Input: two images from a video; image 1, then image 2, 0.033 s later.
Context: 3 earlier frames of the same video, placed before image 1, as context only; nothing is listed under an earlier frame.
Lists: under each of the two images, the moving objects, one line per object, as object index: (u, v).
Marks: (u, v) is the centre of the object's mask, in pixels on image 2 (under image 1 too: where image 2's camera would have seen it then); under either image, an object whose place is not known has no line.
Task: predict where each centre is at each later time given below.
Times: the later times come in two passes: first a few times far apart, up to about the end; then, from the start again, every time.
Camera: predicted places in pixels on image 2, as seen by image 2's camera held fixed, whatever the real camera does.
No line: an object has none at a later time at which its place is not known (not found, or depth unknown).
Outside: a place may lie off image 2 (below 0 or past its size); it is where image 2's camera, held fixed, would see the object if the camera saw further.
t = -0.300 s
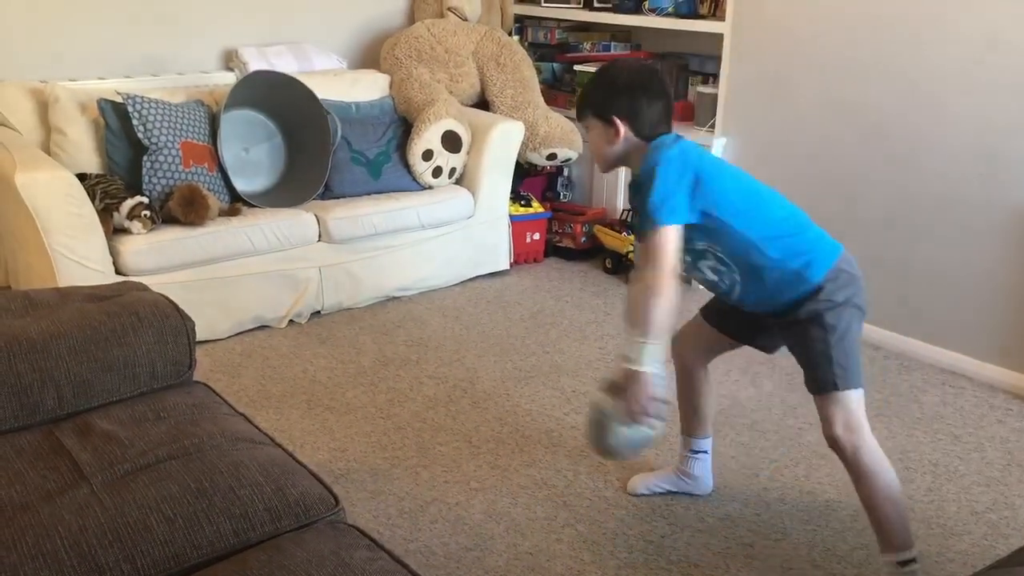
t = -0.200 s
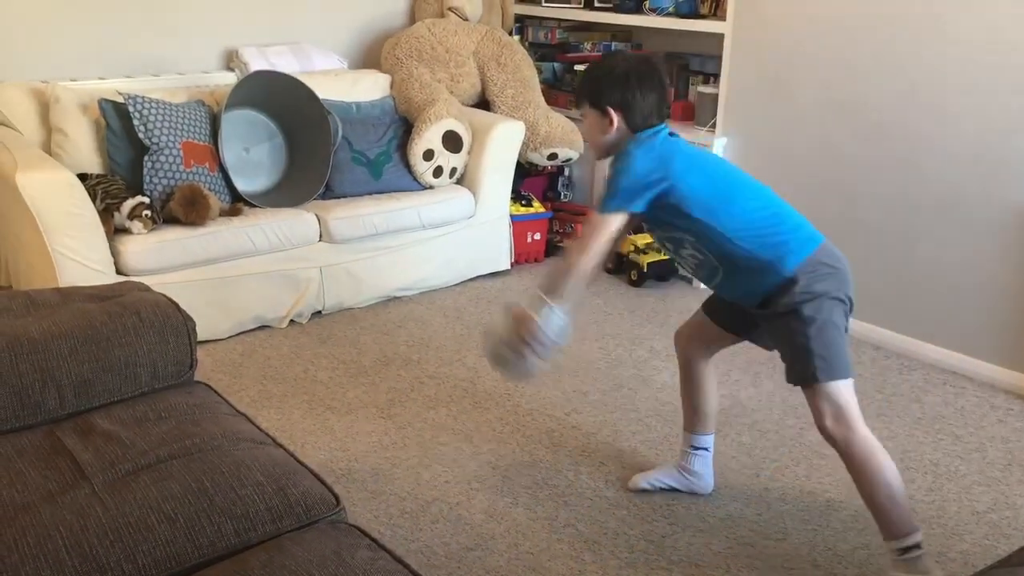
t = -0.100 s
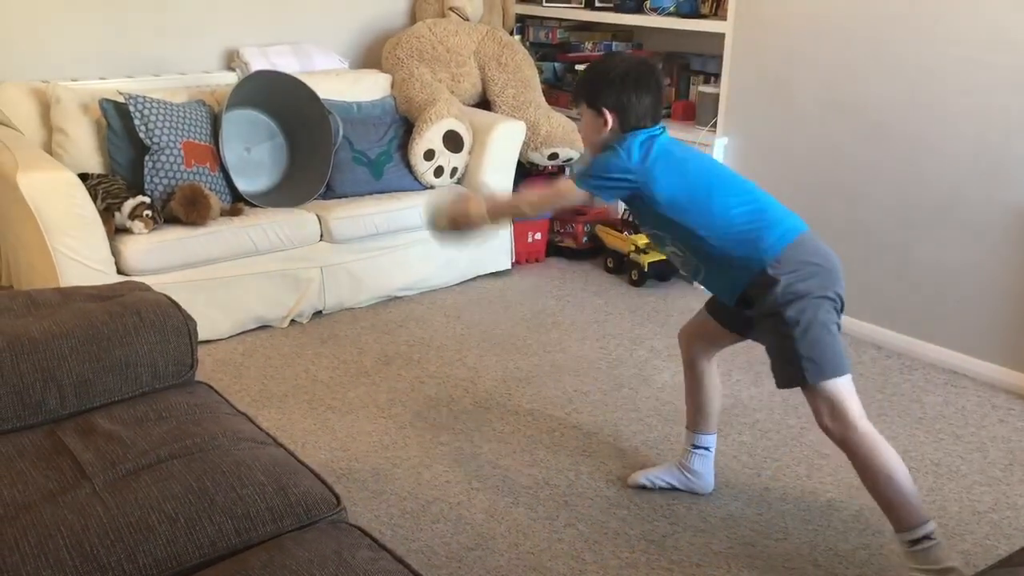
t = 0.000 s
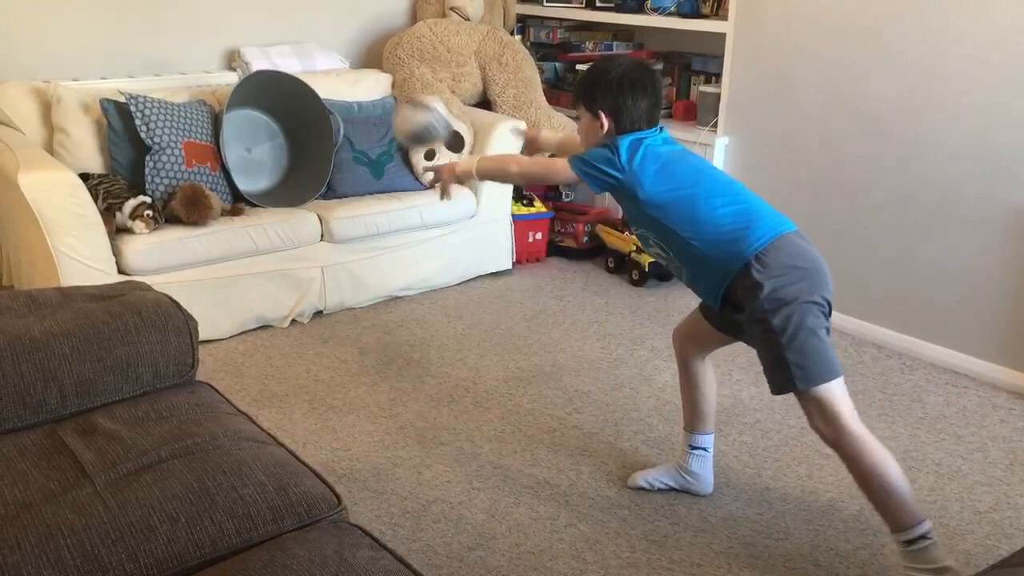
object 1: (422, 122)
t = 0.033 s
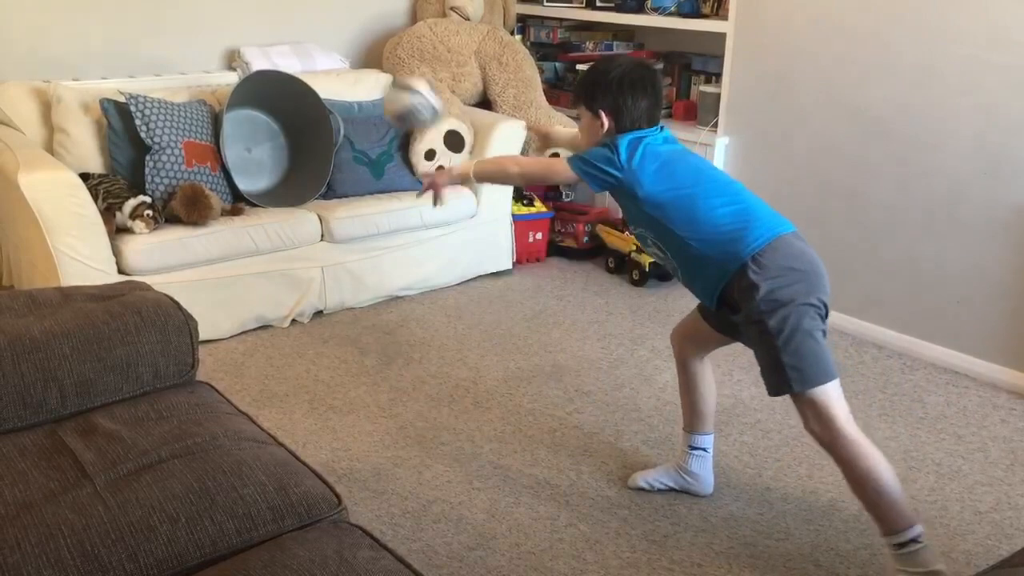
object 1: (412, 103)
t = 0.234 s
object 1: (351, 74)
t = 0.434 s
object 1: (350, 99)
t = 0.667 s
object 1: (390, 152)
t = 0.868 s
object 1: (434, 184)
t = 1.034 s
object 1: (477, 255)
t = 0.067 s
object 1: (400, 90)
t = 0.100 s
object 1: (388, 78)
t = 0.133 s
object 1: (378, 72)
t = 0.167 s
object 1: (369, 69)
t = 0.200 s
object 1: (359, 70)
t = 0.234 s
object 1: (351, 74)
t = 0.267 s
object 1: (341, 80)
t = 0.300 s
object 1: (336, 91)
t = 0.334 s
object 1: (334, 97)
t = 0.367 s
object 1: (340, 95)
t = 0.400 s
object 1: (344, 95)
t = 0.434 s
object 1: (350, 99)
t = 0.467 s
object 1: (356, 103)
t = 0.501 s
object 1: (361, 113)
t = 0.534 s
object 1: (367, 123)
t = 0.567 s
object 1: (372, 136)
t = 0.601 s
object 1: (378, 145)
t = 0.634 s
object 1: (384, 150)
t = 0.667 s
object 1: (390, 152)
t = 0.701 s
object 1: (398, 154)
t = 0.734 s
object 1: (405, 159)
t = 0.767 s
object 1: (412, 166)
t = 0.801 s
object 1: (420, 174)
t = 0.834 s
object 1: (427, 178)
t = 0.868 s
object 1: (434, 184)
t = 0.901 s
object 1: (445, 192)
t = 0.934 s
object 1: (454, 203)
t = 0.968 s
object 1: (464, 217)
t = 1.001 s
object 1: (470, 235)
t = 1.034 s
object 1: (477, 255)
